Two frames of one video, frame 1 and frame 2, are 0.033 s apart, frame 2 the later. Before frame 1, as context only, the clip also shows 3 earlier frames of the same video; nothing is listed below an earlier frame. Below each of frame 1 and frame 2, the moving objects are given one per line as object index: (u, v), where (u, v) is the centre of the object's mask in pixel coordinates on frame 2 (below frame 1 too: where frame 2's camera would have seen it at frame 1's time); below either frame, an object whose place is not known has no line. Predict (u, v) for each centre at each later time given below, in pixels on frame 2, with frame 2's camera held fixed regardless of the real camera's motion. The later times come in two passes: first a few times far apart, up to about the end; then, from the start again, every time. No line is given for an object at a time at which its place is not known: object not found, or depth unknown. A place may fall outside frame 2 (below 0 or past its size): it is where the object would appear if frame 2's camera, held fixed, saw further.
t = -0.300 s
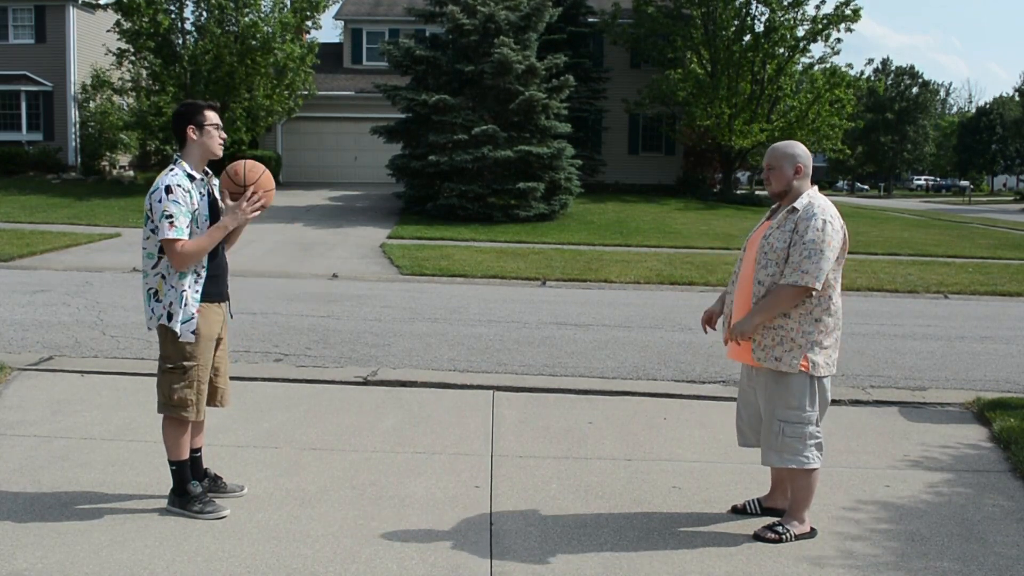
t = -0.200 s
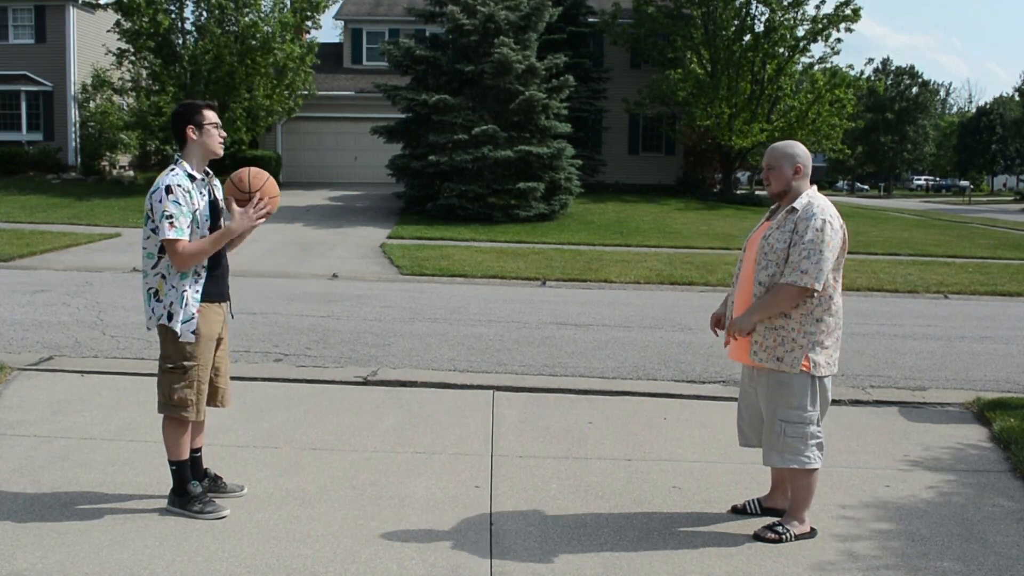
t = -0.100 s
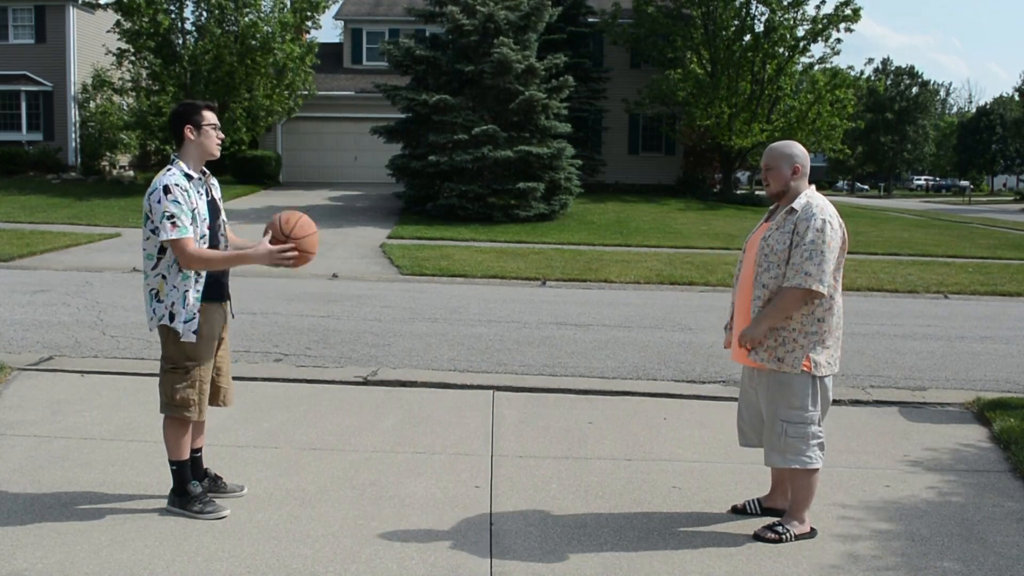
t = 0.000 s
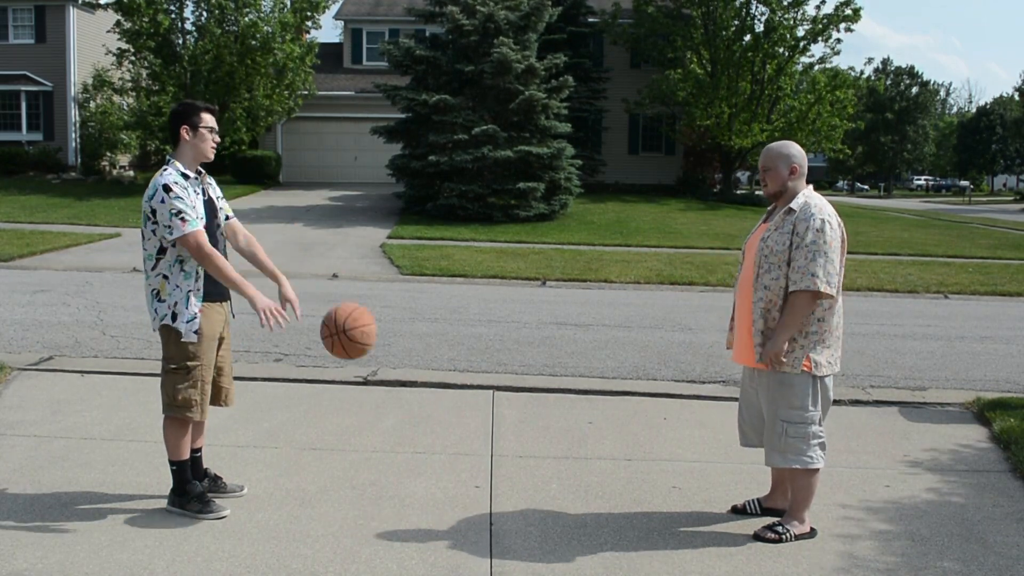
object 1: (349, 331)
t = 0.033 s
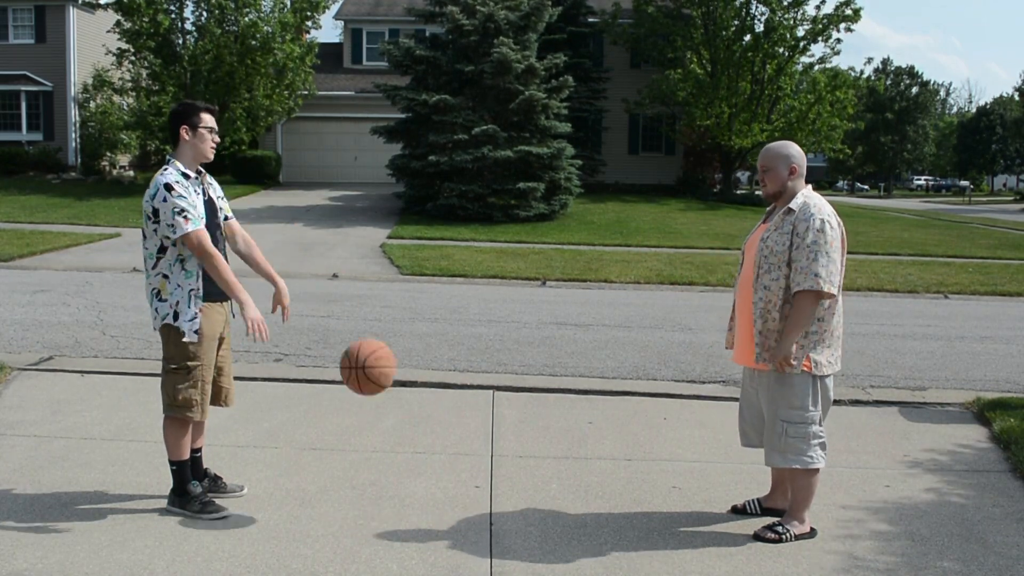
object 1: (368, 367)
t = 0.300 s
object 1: (498, 356)
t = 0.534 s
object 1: (597, 230)
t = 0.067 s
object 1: (387, 405)
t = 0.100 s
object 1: (406, 446)
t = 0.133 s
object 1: (425, 489)
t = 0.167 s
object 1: (440, 477)
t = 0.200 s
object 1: (455, 444)
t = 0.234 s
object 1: (469, 412)
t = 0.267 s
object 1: (484, 383)
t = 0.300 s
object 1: (498, 356)
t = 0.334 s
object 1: (512, 332)
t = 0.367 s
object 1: (526, 309)
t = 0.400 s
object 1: (540, 288)
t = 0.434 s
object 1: (554, 270)
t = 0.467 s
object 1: (568, 255)
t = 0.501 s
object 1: (583, 241)
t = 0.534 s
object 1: (597, 230)
